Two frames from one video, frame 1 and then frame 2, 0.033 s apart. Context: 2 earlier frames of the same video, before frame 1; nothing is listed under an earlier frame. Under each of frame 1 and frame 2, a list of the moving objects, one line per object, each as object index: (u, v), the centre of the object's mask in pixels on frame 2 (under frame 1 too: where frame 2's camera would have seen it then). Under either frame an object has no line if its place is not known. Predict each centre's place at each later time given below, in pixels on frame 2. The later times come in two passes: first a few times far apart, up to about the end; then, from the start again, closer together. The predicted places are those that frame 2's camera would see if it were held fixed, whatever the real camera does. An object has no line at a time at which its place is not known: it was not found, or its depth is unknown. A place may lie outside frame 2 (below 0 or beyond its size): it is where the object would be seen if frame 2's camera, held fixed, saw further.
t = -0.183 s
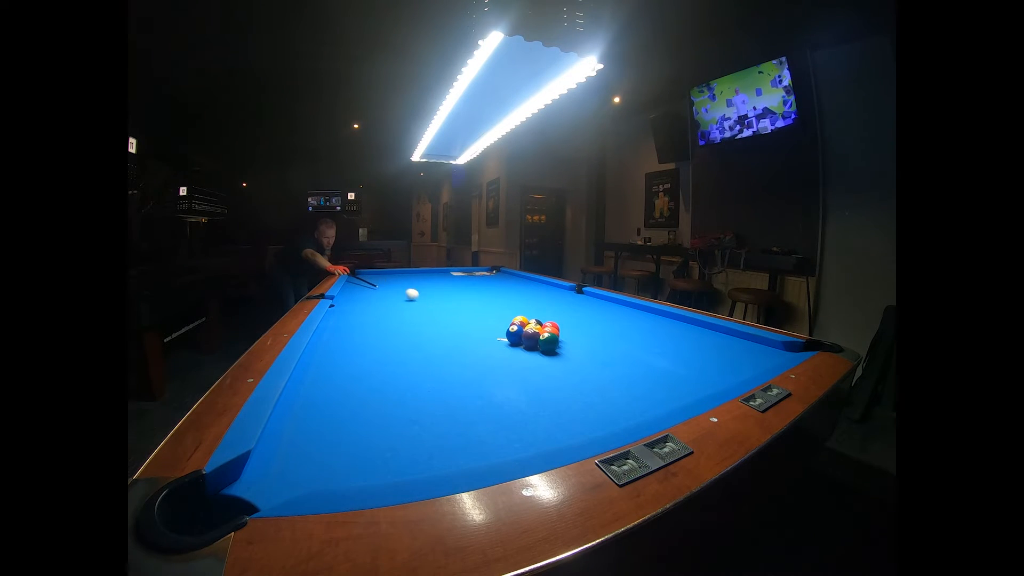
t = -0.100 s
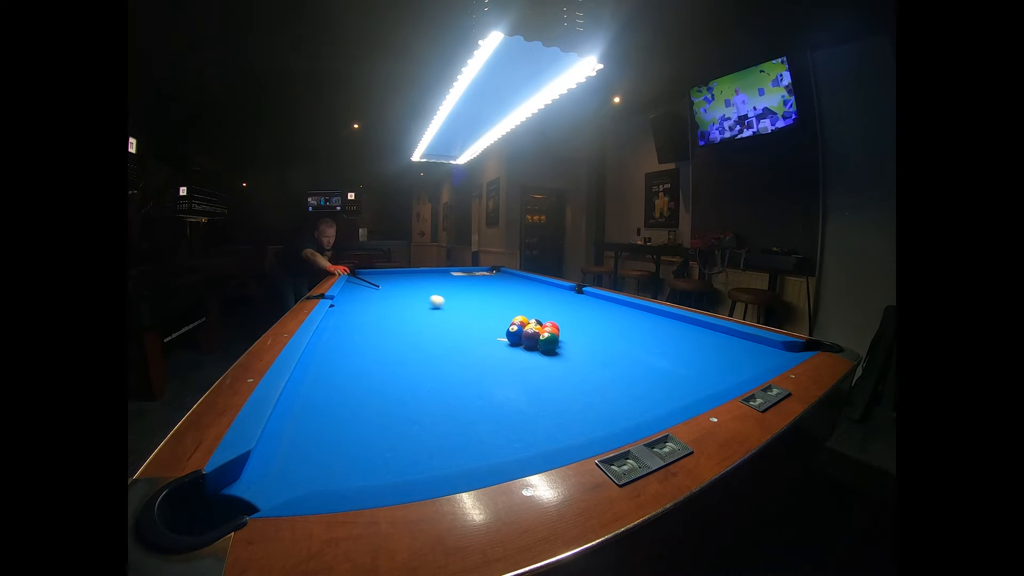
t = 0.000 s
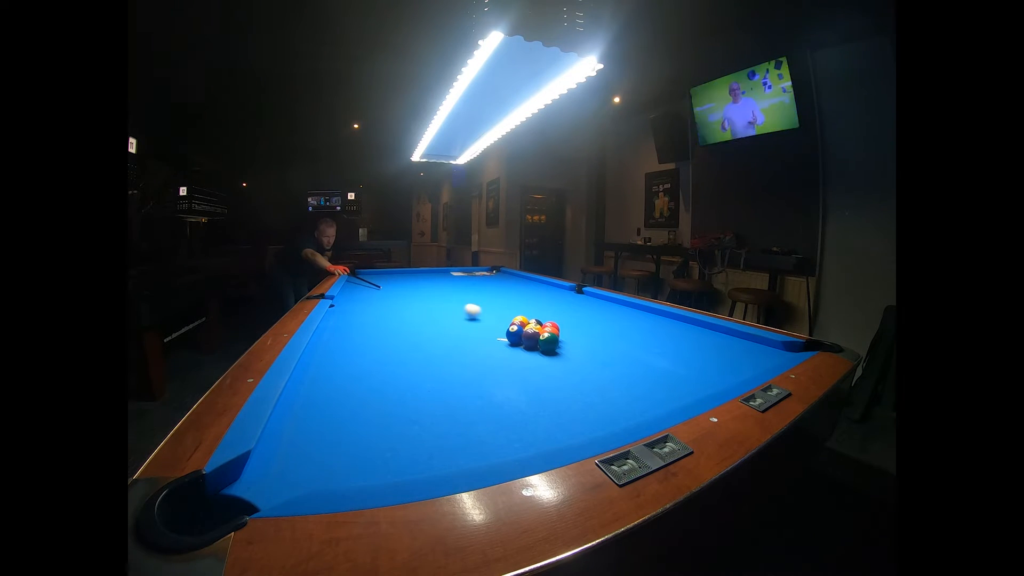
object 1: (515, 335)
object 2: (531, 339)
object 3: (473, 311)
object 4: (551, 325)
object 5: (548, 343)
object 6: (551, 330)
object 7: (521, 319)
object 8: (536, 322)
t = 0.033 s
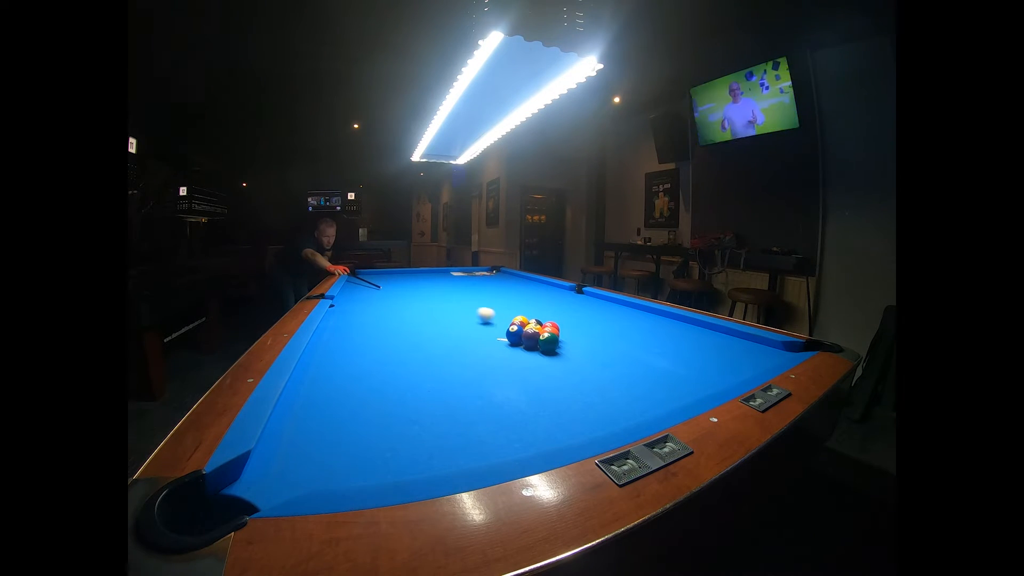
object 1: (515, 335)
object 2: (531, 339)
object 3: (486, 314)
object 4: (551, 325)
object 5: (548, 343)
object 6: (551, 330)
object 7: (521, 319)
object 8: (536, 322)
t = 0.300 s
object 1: (494, 344)
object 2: (525, 348)
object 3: (507, 319)
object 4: (636, 336)
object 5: (565, 361)
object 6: (561, 339)
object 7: (527, 319)
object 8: (548, 323)
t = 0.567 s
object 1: (465, 357)
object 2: (516, 360)
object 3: (528, 323)
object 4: (720, 340)
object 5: (589, 389)
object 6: (575, 343)
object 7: (532, 313)
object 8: (559, 319)
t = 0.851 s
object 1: (428, 371)
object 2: (506, 375)
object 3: (556, 331)
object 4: (773, 347)
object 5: (606, 415)
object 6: (588, 347)
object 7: (536, 311)
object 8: (569, 316)
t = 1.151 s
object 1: (382, 389)
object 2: (493, 393)
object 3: (583, 334)
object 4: (768, 357)
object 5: (563, 398)
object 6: (600, 351)
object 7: (540, 308)
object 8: (579, 313)
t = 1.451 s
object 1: (330, 408)
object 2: (479, 415)
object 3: (609, 336)
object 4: (735, 359)
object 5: (530, 383)
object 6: (610, 354)
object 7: (544, 305)
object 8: (586, 311)
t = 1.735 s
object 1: (284, 427)
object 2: (462, 439)
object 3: (632, 339)
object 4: (701, 360)
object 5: (506, 373)
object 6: (618, 356)
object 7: (546, 303)
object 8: (593, 308)
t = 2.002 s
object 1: (305, 436)
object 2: (445, 457)
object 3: (651, 342)
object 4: (669, 361)
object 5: (488, 364)
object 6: (623, 357)
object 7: (548, 301)
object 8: (597, 307)
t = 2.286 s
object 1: (325, 444)
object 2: (427, 454)
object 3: (669, 344)
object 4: (647, 363)
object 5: (473, 357)
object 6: (617, 357)
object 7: (550, 300)
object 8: (601, 306)
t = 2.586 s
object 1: (346, 453)
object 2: (413, 447)
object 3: (686, 346)
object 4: (639, 366)
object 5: (460, 351)
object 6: (598, 355)
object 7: (551, 299)
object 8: (605, 305)
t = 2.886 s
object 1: (364, 460)
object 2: (404, 440)
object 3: (699, 348)
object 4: (633, 369)
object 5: (450, 345)
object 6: (583, 353)
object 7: (553, 298)
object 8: (608, 304)
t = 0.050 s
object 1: (515, 335)
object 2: (531, 339)
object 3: (493, 316)
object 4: (551, 325)
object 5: (548, 343)
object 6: (551, 331)
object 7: (521, 319)
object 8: (536, 322)
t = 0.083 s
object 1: (515, 335)
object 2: (531, 339)
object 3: (506, 320)
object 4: (552, 325)
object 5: (549, 343)
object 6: (551, 330)
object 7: (522, 319)
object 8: (536, 322)
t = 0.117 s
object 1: (511, 337)
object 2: (530, 340)
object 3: (506, 320)
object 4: (567, 331)
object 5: (551, 346)
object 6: (553, 332)
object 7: (524, 319)
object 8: (539, 322)
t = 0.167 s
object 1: (506, 339)
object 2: (528, 342)
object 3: (505, 320)
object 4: (587, 333)
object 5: (555, 350)
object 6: (554, 334)
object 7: (524, 319)
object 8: (542, 323)
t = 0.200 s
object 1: (503, 340)
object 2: (527, 344)
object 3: (505, 320)
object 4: (601, 334)
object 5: (557, 353)
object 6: (556, 335)
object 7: (525, 319)
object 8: (544, 323)
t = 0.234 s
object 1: (500, 342)
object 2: (527, 345)
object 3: (505, 320)
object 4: (613, 335)
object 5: (560, 356)
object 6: (558, 337)
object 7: (525, 319)
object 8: (545, 323)
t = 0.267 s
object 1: (497, 343)
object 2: (526, 346)
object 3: (506, 320)
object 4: (625, 336)
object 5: (562, 358)
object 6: (560, 338)
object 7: (526, 319)
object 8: (546, 323)
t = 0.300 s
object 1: (494, 344)
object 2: (525, 348)
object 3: (507, 319)
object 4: (636, 336)
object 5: (565, 361)
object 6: (561, 339)
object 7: (527, 319)
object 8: (548, 323)
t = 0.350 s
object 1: (489, 346)
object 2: (523, 350)
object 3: (511, 318)
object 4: (653, 337)
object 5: (569, 366)
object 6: (564, 340)
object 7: (527, 318)
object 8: (550, 322)
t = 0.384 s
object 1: (485, 348)
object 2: (522, 351)
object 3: (516, 318)
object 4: (664, 338)
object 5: (572, 369)
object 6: (566, 341)
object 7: (528, 318)
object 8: (551, 322)
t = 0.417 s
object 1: (481, 350)
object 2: (521, 353)
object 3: (520, 320)
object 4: (674, 338)
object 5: (575, 372)
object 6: (567, 341)
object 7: (530, 317)
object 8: (552, 322)
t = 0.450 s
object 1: (478, 351)
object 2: (520, 354)
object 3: (523, 322)
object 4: (685, 339)
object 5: (578, 376)
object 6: (569, 342)
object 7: (531, 315)
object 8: (554, 321)
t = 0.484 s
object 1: (474, 352)
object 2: (519, 356)
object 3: (525, 323)
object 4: (695, 339)
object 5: (581, 379)
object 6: (571, 342)
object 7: (532, 314)
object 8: (555, 321)
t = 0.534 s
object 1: (469, 355)
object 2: (518, 359)
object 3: (526, 323)
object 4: (711, 340)
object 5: (586, 385)
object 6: (573, 343)
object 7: (532, 313)
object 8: (557, 320)
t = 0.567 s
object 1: (465, 357)
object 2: (516, 360)
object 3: (528, 323)
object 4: (720, 340)
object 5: (589, 389)
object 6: (575, 343)
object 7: (532, 313)
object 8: (559, 319)
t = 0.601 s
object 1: (461, 358)
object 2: (515, 361)
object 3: (532, 322)
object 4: (730, 340)
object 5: (593, 393)
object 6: (577, 344)
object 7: (532, 313)
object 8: (560, 319)
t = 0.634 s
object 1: (457, 359)
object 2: (514, 363)
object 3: (536, 322)
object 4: (740, 341)
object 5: (597, 397)
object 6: (578, 344)
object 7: (533, 313)
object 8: (561, 319)
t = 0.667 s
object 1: (452, 361)
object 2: (513, 365)
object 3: (541, 324)
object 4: (749, 341)
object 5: (601, 402)
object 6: (580, 344)
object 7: (533, 313)
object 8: (563, 318)
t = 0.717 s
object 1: (446, 364)
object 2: (511, 368)
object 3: (546, 328)
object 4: (762, 342)
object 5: (607, 411)
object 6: (582, 345)
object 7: (534, 313)
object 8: (565, 318)
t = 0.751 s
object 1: (442, 366)
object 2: (510, 369)
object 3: (548, 329)
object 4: (770, 342)
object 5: (612, 414)
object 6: (584, 346)
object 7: (535, 312)
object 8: (566, 317)
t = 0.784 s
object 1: (437, 368)
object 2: (509, 371)
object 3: (550, 330)
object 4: (770, 344)
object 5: (616, 416)
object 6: (585, 346)
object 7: (536, 312)
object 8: (567, 317)
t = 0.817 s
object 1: (433, 369)
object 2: (507, 373)
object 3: (553, 330)
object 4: (771, 346)
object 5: (611, 416)
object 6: (587, 346)
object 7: (536, 311)
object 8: (568, 316)
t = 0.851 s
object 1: (428, 371)
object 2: (506, 375)
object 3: (556, 331)
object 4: (773, 347)
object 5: (606, 415)
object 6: (588, 347)
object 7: (536, 311)
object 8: (569, 316)
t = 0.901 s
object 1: (421, 374)
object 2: (504, 377)
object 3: (561, 331)
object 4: (775, 350)
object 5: (598, 412)
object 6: (591, 348)
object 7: (537, 310)
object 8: (571, 315)
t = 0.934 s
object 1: (416, 376)
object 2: (503, 379)
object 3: (564, 332)
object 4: (776, 351)
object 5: (593, 410)
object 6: (592, 348)
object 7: (538, 310)
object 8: (572, 315)
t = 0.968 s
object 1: (411, 378)
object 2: (501, 382)
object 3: (566, 332)
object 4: (777, 352)
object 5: (588, 408)
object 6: (593, 349)
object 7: (538, 310)
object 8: (573, 315)
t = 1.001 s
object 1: (406, 380)
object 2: (500, 384)
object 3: (570, 333)
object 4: (778, 353)
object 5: (583, 406)
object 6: (595, 349)
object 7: (539, 309)
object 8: (574, 314)
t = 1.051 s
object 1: (398, 383)
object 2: (498, 387)
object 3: (574, 333)
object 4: (779, 354)
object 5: (576, 403)
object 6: (597, 349)
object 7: (539, 309)
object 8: (576, 314)
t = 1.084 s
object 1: (393, 385)
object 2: (496, 389)
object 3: (577, 333)
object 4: (775, 355)
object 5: (572, 402)
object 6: (598, 350)
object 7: (540, 308)
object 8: (577, 314)
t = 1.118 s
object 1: (388, 387)
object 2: (495, 391)
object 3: (580, 334)
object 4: (772, 356)
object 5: (567, 400)
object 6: (599, 350)
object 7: (540, 308)
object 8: (578, 313)
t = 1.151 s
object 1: (382, 389)
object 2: (493, 393)
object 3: (583, 334)
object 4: (768, 357)
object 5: (563, 398)
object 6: (600, 351)
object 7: (540, 308)
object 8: (579, 313)
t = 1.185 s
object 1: (377, 391)
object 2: (492, 396)
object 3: (586, 335)
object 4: (765, 357)
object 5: (559, 396)
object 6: (601, 351)
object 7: (541, 307)
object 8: (579, 313)
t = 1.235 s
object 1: (368, 394)
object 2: (490, 399)
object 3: (590, 335)
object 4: (759, 358)
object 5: (553, 394)
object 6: (603, 352)
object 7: (541, 307)
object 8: (581, 312)
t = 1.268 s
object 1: (363, 396)
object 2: (488, 401)
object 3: (593, 335)
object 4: (756, 358)
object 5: (549, 392)
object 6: (604, 352)
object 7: (542, 307)
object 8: (582, 312)
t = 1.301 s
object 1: (357, 398)
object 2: (486, 404)
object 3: (596, 335)
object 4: (752, 358)
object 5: (546, 391)
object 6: (606, 352)
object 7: (542, 306)
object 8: (583, 311)
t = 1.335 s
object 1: (351, 400)
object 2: (485, 406)
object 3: (599, 335)
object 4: (748, 358)
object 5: (542, 389)
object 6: (607, 353)
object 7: (542, 306)
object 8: (584, 311)
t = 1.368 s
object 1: (345, 402)
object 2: (483, 409)
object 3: (602, 335)
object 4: (745, 359)
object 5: (539, 387)
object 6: (608, 353)
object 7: (543, 306)
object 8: (584, 311)
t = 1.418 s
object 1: (336, 407)
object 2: (480, 412)
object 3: (606, 336)
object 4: (739, 359)
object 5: (534, 385)
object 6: (609, 353)
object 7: (543, 305)
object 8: (586, 311)
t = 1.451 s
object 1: (330, 408)
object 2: (479, 415)
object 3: (609, 336)
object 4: (735, 359)
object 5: (530, 383)
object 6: (610, 354)
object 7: (544, 305)
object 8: (586, 311)
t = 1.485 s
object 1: (324, 411)
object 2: (477, 418)
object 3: (612, 336)
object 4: (731, 359)
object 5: (527, 382)
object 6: (611, 354)
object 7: (544, 305)
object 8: (587, 310)
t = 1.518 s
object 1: (318, 413)
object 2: (475, 420)
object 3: (615, 336)
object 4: (727, 359)
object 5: (524, 381)
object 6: (612, 354)
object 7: (544, 305)
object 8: (588, 310)
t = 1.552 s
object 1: (312, 415)
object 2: (473, 422)
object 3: (617, 337)
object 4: (723, 359)
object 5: (521, 379)
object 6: (613, 355)
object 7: (545, 304)
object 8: (589, 310)
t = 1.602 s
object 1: (302, 418)
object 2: (470, 427)
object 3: (622, 337)
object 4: (717, 360)
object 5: (517, 377)
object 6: (615, 355)
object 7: (545, 304)
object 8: (590, 309)
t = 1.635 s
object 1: (296, 421)
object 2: (468, 429)
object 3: (624, 338)
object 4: (713, 360)
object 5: (514, 376)
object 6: (616, 355)
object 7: (545, 303)
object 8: (591, 309)
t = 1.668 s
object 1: (289, 423)
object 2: (466, 433)
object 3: (627, 339)
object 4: (709, 360)
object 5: (512, 375)
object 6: (616, 355)
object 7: (546, 303)
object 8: (591, 309)
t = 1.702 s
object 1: (283, 426)
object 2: (464, 435)
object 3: (629, 339)
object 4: (705, 360)
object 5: (509, 374)
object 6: (617, 355)
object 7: (546, 303)
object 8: (592, 309)
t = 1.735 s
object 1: (284, 427)
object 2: (462, 439)
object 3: (632, 339)
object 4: (701, 360)
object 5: (506, 373)
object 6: (618, 356)
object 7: (546, 303)
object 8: (593, 308)
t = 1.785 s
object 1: (288, 429)
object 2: (459, 443)
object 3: (635, 340)
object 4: (695, 360)
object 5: (502, 371)
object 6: (619, 356)
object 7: (547, 302)
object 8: (594, 308)
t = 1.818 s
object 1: (291, 430)
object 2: (457, 447)
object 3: (638, 341)
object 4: (691, 360)
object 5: (500, 370)
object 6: (620, 356)
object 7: (547, 302)
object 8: (594, 308)
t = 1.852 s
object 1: (293, 431)
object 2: (455, 449)
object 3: (640, 341)
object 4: (687, 360)
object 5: (498, 369)
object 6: (621, 356)
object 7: (547, 302)
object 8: (595, 308)
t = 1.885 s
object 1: (296, 432)
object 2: (453, 451)
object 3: (643, 341)
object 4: (683, 360)
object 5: (495, 368)
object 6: (621, 357)
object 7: (547, 302)
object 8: (595, 308)
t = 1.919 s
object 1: (298, 433)
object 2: (451, 453)
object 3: (645, 341)
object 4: (679, 360)
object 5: (493, 367)
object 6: (622, 357)
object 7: (547, 302)
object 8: (596, 308)
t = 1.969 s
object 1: (302, 435)
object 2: (447, 455)
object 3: (649, 342)
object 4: (673, 361)
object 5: (490, 365)
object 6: (623, 357)
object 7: (548, 301)
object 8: (597, 307)
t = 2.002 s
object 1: (305, 436)
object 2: (445, 457)
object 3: (651, 342)
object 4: (669, 361)
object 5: (488, 364)
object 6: (623, 357)
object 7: (548, 301)
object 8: (597, 307)
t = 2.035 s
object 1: (307, 437)
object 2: (442, 457)
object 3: (653, 342)
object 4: (665, 361)
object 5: (486, 363)
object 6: (624, 357)
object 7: (548, 301)
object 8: (598, 307)
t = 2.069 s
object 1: (309, 438)
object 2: (440, 457)
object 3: (655, 342)
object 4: (661, 361)
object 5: (484, 362)
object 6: (624, 357)
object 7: (548, 301)
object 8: (598, 307)
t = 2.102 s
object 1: (312, 439)
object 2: (438, 456)
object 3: (658, 342)
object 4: (657, 361)
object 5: (482, 361)
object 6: (625, 358)
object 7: (549, 301)
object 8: (599, 307)
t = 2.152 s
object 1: (316, 440)
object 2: (435, 455)
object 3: (661, 343)
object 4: (651, 361)
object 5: (480, 360)
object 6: (625, 357)
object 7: (549, 301)
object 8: (599, 306)
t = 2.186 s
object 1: (318, 441)
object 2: (433, 455)
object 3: (663, 343)
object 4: (649, 362)
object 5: (478, 359)
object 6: (624, 358)
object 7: (549, 300)
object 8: (600, 306)
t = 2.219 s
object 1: (320, 442)
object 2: (431, 455)
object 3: (665, 344)
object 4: (648, 362)
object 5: (476, 358)
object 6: (621, 357)
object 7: (549, 300)
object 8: (601, 306)
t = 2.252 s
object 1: (323, 443)
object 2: (429, 454)
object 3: (667, 344)
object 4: (647, 362)
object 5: (474, 357)
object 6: (619, 357)
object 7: (550, 300)
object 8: (601, 306)
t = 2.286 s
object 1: (325, 444)
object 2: (427, 454)
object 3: (669, 344)
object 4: (647, 363)
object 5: (473, 357)
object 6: (617, 357)
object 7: (550, 300)
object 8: (601, 306)
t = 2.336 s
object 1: (329, 446)
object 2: (424, 453)
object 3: (672, 344)
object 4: (645, 363)
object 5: (470, 356)
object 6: (613, 356)
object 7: (550, 299)
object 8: (602, 305)
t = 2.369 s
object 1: (331, 447)
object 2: (423, 452)
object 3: (674, 345)
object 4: (645, 364)
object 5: (469, 355)
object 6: (611, 356)
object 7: (550, 299)
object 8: (602, 305)
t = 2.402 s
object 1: (333, 448)
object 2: (421, 451)
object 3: (676, 345)
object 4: (644, 364)
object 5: (467, 354)
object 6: (609, 356)
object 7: (550, 299)
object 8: (603, 305)
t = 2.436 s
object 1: (336, 449)
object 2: (419, 450)
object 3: (678, 345)
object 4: (643, 365)
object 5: (466, 353)
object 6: (607, 356)
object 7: (551, 299)
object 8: (603, 305)
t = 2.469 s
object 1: (338, 450)
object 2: (418, 449)
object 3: (680, 345)
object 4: (642, 365)
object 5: (464, 353)
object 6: (605, 355)
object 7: (551, 299)
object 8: (604, 305)
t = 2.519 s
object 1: (341, 451)
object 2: (416, 448)
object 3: (682, 346)
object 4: (641, 365)
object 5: (462, 352)
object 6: (602, 355)
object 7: (551, 299)
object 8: (604, 305)
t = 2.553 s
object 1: (344, 452)
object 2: (415, 448)
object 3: (684, 346)
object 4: (640, 365)
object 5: (461, 351)
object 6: (600, 355)
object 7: (551, 299)
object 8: (605, 305)
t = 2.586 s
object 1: (346, 453)
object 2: (413, 447)
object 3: (686, 346)
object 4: (639, 366)
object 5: (460, 351)
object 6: (598, 355)
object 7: (551, 299)
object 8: (605, 305)
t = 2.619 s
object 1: (348, 454)
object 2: (412, 446)
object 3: (688, 346)
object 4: (639, 366)
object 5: (458, 350)
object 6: (596, 354)
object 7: (552, 298)
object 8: (606, 305)
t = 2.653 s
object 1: (350, 454)
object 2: (411, 445)
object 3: (689, 346)
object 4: (638, 367)
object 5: (457, 349)
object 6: (595, 354)
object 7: (552, 298)
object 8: (606, 305)
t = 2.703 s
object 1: (353, 456)
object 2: (409, 444)
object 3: (691, 347)
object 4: (637, 367)
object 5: (455, 348)
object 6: (592, 354)
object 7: (552, 298)
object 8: (607, 305)
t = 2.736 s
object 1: (355, 457)
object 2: (408, 444)
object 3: (693, 347)
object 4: (636, 368)
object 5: (454, 348)
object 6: (590, 354)
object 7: (552, 298)
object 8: (607, 304)
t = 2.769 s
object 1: (357, 458)
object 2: (407, 443)
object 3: (694, 347)
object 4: (636, 368)
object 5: (453, 347)
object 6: (588, 353)
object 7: (552, 298)
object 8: (607, 304)
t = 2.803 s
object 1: (359, 459)
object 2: (406, 442)
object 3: (696, 347)
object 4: (635, 368)
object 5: (452, 347)
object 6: (587, 353)
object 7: (552, 298)
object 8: (608, 304)
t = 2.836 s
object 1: (361, 460)
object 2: (405, 441)
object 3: (697, 348)
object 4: (634, 368)
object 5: (451, 346)
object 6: (585, 353)
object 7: (553, 298)
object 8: (608, 304)
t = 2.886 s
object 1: (364, 460)
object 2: (404, 440)
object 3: (699, 348)
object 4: (633, 369)
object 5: (450, 345)
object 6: (583, 353)
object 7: (553, 298)
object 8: (608, 304)
